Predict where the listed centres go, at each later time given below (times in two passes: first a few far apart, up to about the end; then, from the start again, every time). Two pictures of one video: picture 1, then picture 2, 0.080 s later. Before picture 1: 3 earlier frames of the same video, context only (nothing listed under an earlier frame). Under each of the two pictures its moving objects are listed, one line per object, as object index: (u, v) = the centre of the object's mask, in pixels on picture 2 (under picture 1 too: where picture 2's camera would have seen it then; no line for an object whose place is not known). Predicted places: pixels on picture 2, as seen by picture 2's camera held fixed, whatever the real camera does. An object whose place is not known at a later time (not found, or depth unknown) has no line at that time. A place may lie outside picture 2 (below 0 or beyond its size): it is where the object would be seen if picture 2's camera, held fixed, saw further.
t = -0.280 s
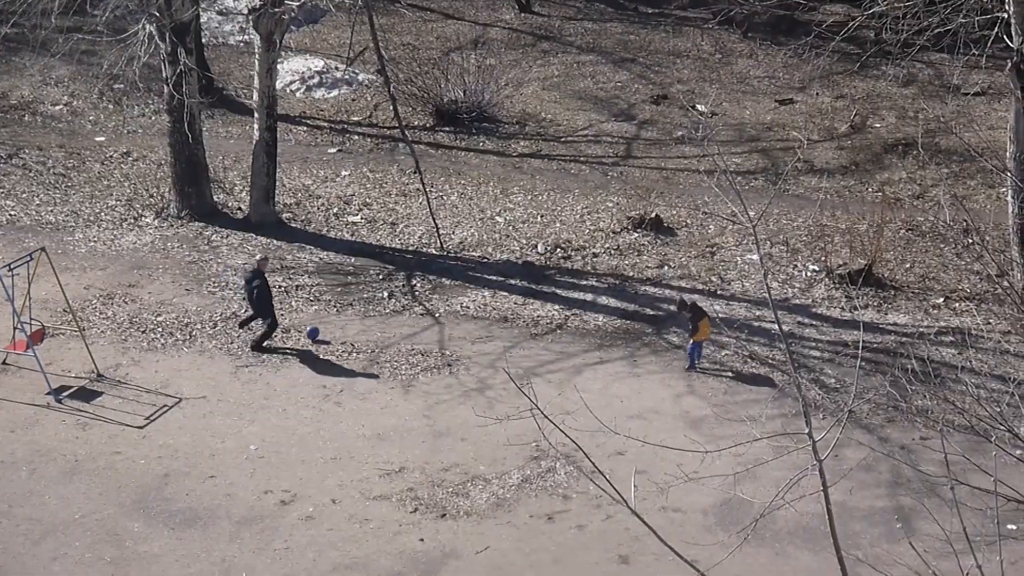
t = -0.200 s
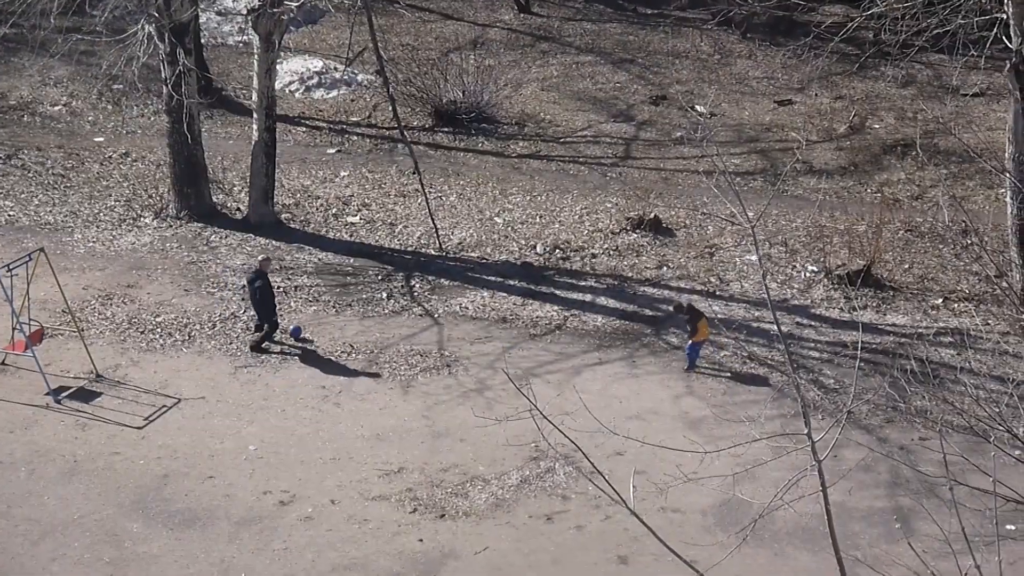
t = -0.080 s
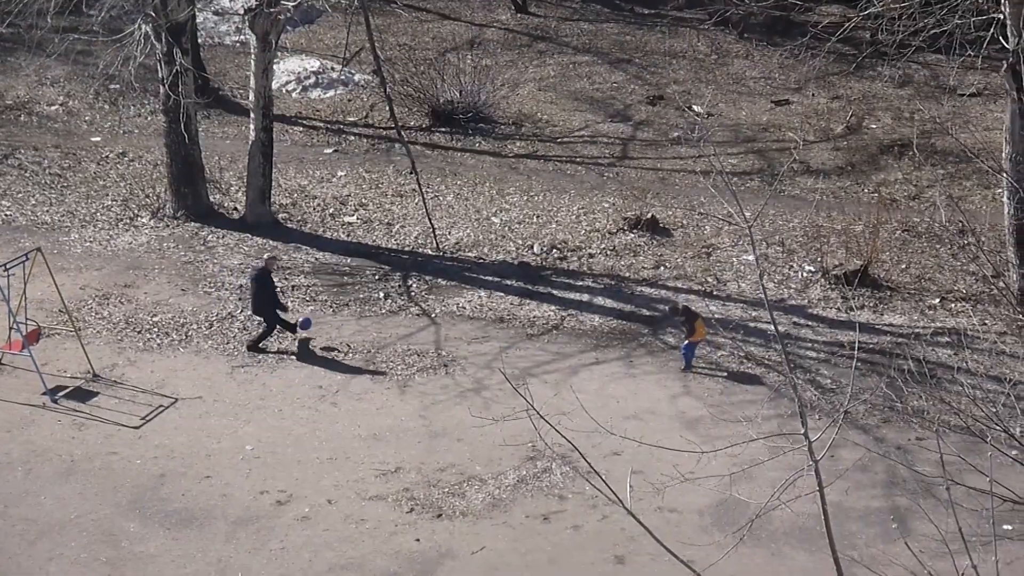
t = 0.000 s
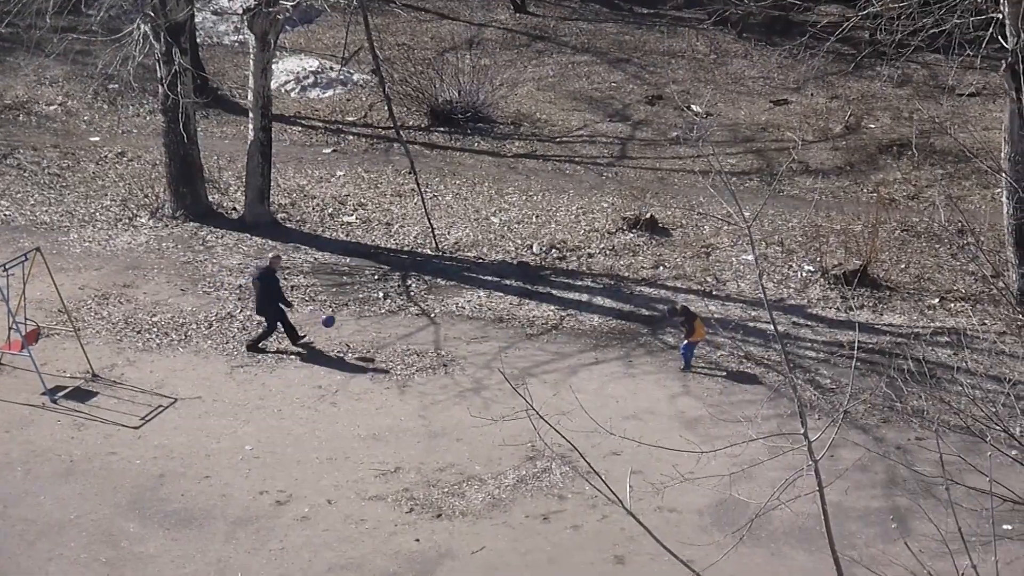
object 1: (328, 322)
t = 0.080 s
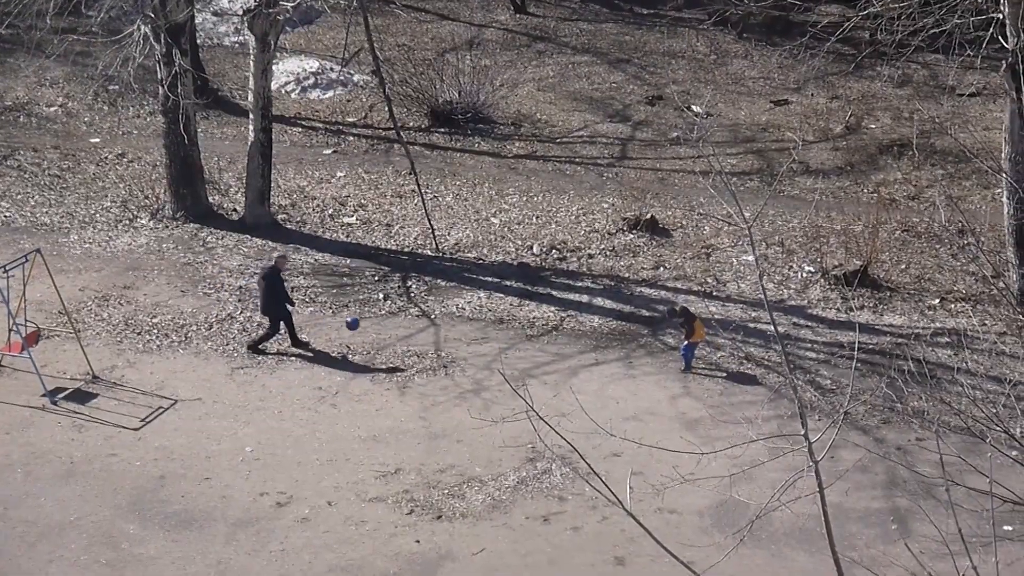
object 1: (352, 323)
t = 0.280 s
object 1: (411, 346)
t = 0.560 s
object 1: (478, 393)
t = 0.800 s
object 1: (504, 406)
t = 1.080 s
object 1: (532, 428)
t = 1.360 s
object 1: (559, 450)
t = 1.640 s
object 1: (587, 470)
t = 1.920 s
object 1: (613, 486)
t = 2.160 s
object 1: (634, 501)
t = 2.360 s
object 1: (650, 513)
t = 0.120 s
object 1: (364, 326)
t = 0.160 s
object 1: (376, 330)
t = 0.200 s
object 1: (387, 333)
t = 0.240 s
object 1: (399, 339)
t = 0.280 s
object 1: (411, 346)
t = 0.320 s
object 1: (422, 353)
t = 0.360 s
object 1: (434, 363)
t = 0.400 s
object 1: (445, 372)
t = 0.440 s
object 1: (457, 383)
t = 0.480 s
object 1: (469, 396)
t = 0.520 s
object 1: (473, 396)
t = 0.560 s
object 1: (478, 393)
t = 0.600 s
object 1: (482, 392)
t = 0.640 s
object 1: (486, 393)
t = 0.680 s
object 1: (490, 395)
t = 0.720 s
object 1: (495, 397)
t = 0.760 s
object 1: (500, 401)
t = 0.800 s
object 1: (504, 406)
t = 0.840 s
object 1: (508, 412)
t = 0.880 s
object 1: (511, 418)
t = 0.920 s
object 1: (517, 426)
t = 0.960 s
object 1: (521, 425)
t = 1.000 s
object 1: (524, 425)
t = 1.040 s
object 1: (528, 426)
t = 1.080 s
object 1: (532, 428)
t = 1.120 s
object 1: (536, 432)
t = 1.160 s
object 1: (541, 438)
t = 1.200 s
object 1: (545, 444)
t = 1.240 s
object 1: (548, 444)
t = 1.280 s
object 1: (551, 446)
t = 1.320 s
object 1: (555, 447)
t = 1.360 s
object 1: (559, 450)
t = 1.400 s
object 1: (562, 453)
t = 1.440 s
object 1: (564, 453)
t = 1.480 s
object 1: (568, 455)
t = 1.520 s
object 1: (568, 456)
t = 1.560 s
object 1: (569, 457)
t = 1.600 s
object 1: (580, 466)
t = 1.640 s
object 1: (587, 470)
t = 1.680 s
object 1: (592, 473)
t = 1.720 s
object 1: (596, 477)
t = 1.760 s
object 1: (599, 479)
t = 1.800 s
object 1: (603, 481)
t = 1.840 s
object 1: (607, 483)
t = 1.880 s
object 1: (610, 483)
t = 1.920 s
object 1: (613, 486)
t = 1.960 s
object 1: (618, 490)
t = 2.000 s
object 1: (621, 492)
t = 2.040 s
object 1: (625, 495)
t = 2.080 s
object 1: (628, 497)
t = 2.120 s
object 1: (631, 498)
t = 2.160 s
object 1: (634, 501)
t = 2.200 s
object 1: (638, 502)
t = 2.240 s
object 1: (641, 505)
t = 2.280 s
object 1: (644, 507)
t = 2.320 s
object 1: (647, 510)
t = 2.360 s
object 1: (650, 513)
